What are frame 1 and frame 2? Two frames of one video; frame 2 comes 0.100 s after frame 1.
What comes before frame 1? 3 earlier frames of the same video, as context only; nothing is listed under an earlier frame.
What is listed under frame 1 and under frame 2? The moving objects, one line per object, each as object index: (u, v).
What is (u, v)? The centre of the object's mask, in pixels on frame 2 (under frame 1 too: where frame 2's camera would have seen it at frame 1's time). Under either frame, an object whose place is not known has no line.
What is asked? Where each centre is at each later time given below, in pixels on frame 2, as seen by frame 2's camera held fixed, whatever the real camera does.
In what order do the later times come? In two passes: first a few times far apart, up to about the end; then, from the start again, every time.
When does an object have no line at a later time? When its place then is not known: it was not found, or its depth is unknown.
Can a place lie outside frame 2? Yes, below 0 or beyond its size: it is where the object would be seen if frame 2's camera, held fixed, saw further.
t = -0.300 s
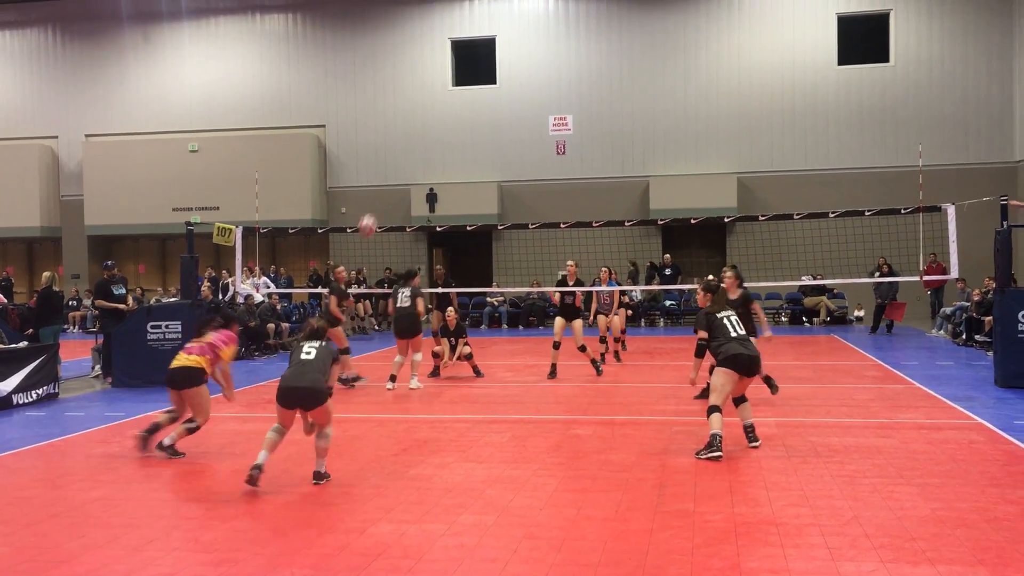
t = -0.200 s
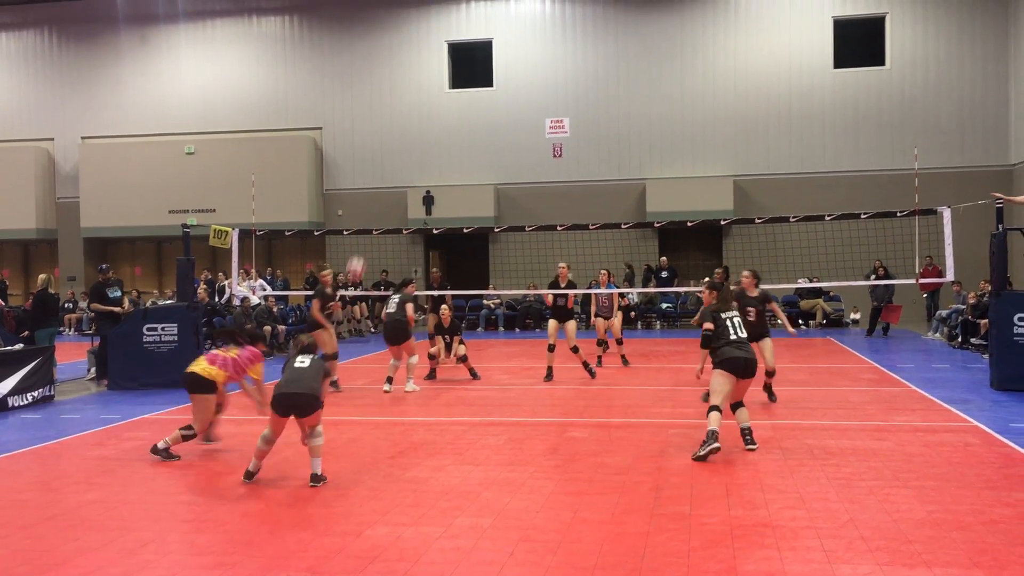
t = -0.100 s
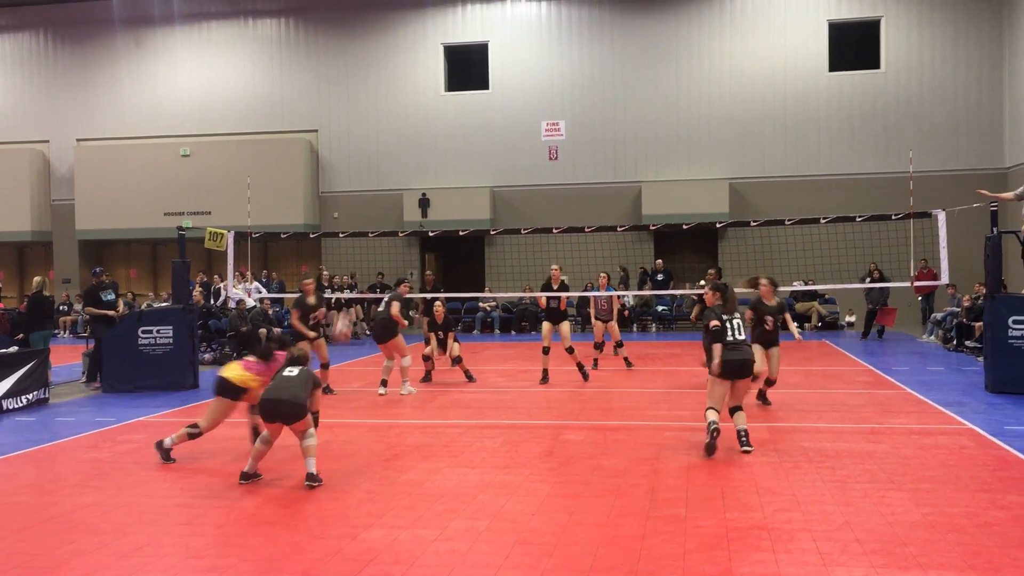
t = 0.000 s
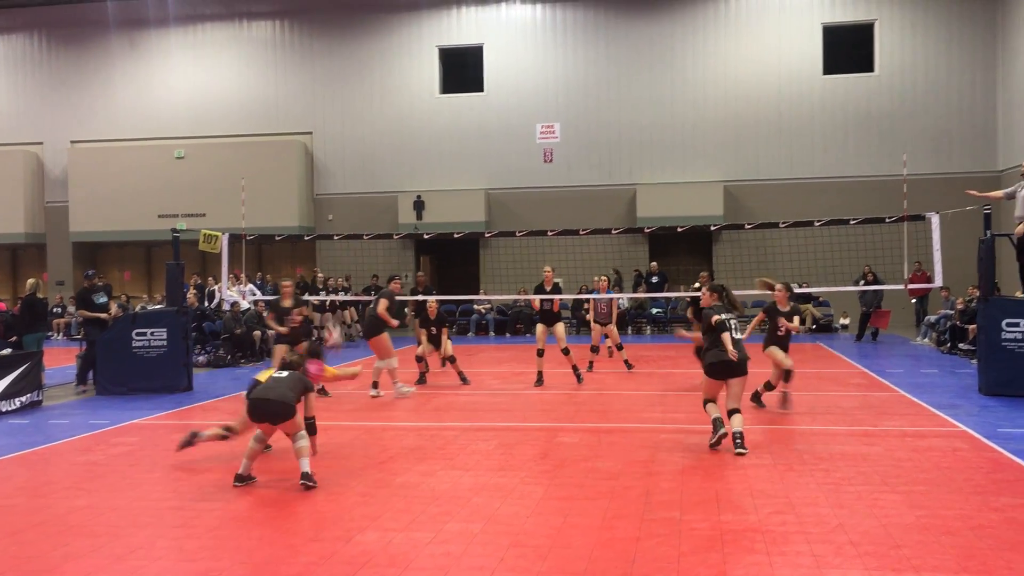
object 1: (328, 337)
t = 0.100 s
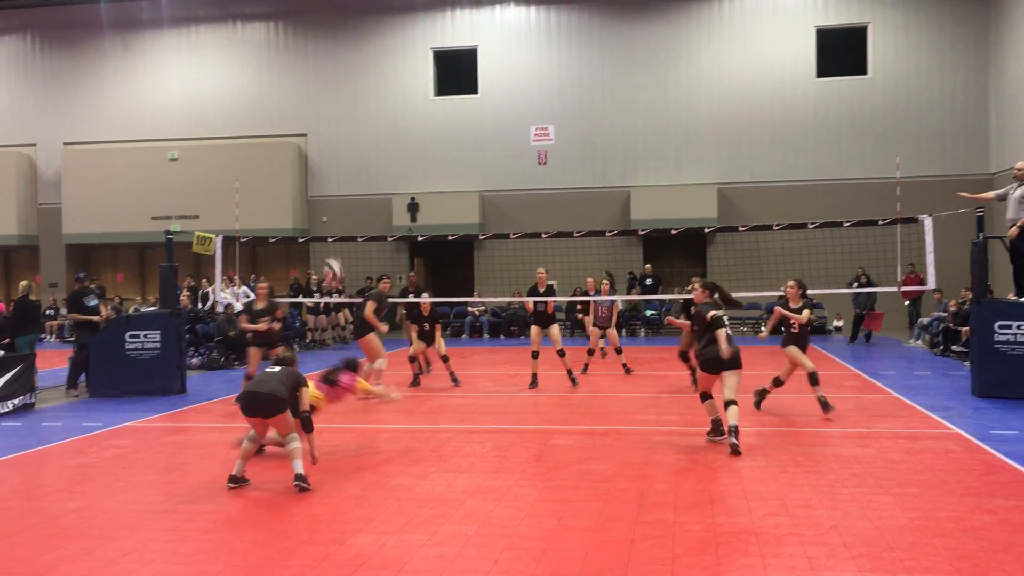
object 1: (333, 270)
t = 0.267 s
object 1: (336, 187)
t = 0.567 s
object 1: (341, 109)
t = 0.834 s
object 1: (347, 109)
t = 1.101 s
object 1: (356, 165)
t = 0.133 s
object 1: (334, 252)
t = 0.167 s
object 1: (335, 233)
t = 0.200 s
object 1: (335, 216)
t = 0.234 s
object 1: (336, 201)
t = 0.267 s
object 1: (336, 187)
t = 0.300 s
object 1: (336, 174)
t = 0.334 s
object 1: (337, 161)
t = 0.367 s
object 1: (337, 151)
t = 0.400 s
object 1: (338, 140)
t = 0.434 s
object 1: (339, 133)
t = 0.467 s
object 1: (339, 125)
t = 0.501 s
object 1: (339, 118)
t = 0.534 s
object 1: (340, 113)
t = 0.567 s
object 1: (341, 109)
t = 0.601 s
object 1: (341, 106)
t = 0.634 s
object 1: (343, 104)
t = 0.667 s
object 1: (343, 102)
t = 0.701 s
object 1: (344, 102)
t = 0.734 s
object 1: (345, 102)
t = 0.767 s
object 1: (345, 103)
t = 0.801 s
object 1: (346, 105)
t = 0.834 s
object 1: (347, 109)
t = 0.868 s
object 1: (348, 113)
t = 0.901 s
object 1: (349, 118)
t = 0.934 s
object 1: (350, 124)
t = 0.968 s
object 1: (352, 130)
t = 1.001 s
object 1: (353, 138)
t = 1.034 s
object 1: (354, 146)
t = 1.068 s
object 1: (355, 155)
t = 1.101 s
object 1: (356, 165)
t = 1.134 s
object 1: (358, 175)
